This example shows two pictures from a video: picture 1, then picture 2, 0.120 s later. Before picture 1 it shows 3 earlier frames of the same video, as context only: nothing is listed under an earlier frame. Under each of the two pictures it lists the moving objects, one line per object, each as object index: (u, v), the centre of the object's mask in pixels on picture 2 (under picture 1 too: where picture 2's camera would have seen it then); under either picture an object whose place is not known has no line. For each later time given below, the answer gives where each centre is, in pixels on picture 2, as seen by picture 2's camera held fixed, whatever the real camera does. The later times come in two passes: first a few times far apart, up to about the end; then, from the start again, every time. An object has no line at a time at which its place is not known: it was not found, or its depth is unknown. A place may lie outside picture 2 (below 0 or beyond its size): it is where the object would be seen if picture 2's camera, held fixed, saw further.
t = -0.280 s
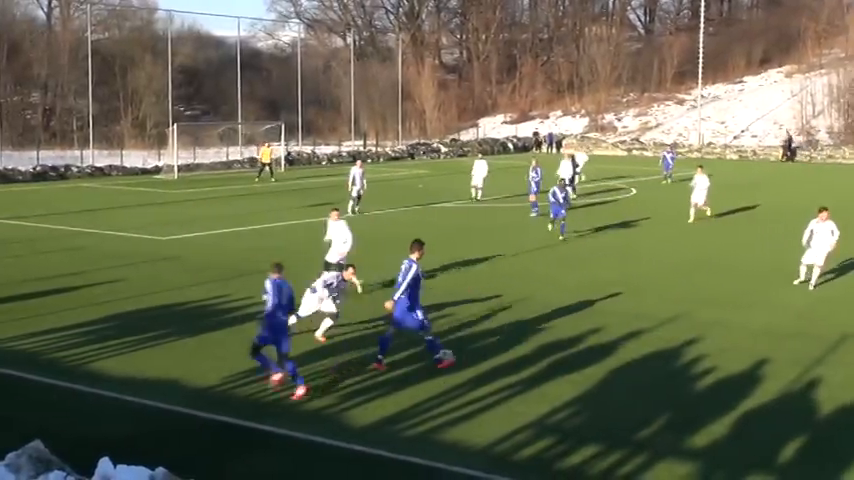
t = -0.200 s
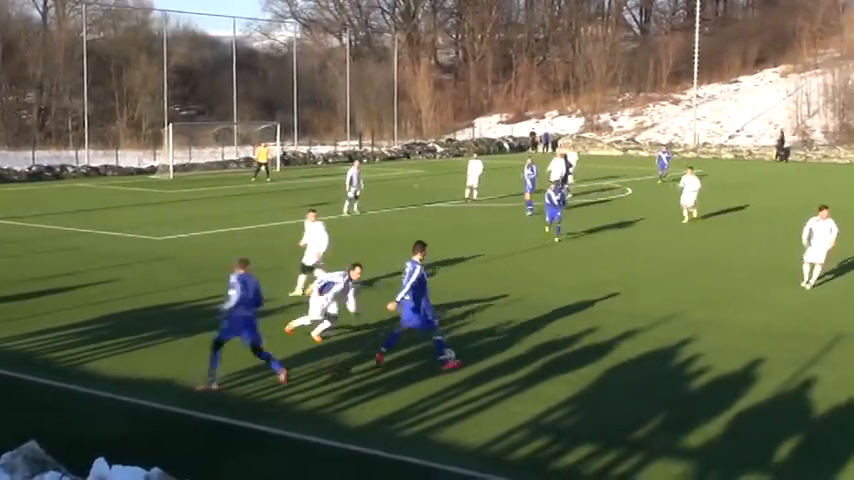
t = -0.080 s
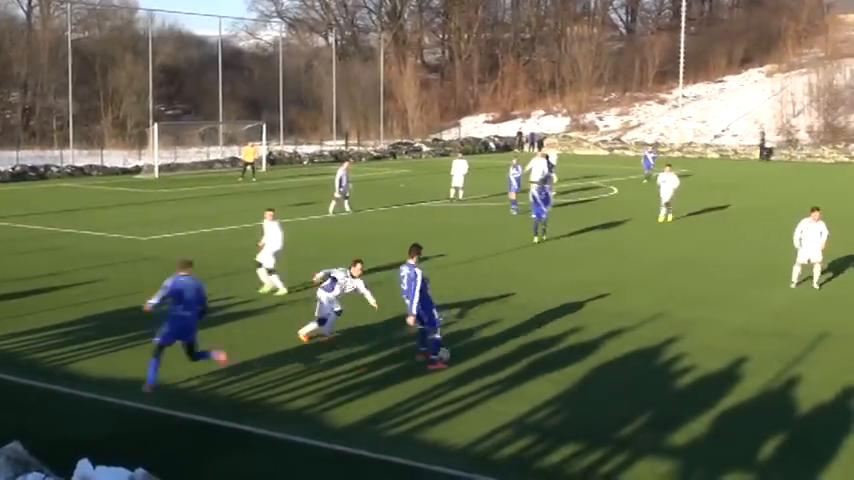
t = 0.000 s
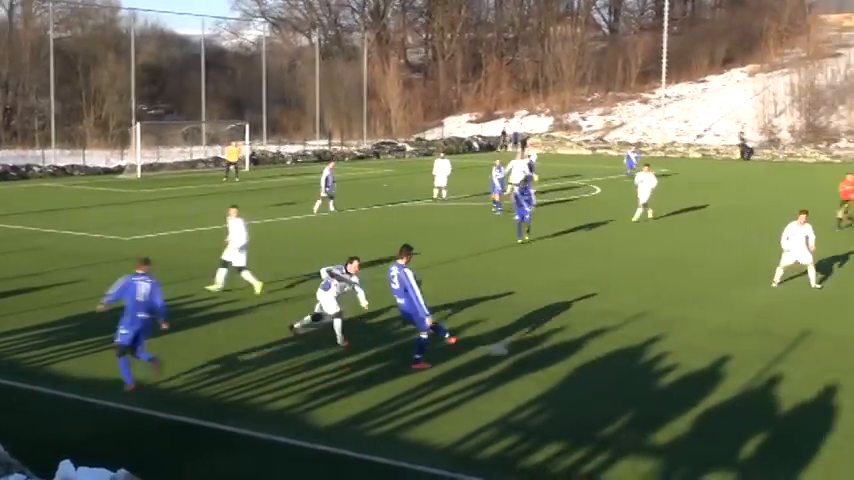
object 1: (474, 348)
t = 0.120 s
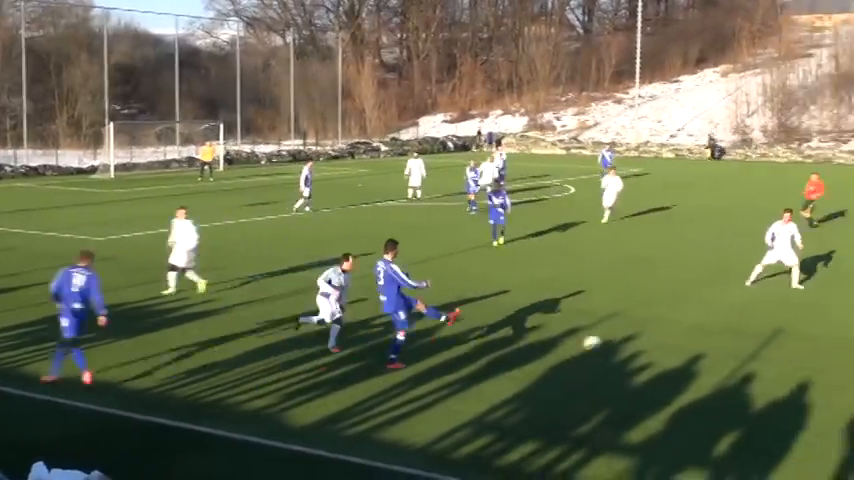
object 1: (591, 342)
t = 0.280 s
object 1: (731, 334)
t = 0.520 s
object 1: (902, 326)
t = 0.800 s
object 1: (1059, 321)
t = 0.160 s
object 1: (629, 340)
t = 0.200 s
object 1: (665, 338)
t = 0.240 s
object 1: (699, 337)
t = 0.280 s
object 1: (731, 334)
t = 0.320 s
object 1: (762, 331)
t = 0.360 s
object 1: (793, 331)
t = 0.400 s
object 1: (822, 331)
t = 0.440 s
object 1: (849, 328)
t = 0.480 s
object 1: (876, 325)
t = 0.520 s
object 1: (902, 326)
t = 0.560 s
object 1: (927, 326)
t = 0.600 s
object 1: (951, 325)
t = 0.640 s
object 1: (974, 323)
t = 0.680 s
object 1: (996, 322)
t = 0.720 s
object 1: (1018, 322)
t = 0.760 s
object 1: (1039, 323)
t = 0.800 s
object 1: (1059, 321)
